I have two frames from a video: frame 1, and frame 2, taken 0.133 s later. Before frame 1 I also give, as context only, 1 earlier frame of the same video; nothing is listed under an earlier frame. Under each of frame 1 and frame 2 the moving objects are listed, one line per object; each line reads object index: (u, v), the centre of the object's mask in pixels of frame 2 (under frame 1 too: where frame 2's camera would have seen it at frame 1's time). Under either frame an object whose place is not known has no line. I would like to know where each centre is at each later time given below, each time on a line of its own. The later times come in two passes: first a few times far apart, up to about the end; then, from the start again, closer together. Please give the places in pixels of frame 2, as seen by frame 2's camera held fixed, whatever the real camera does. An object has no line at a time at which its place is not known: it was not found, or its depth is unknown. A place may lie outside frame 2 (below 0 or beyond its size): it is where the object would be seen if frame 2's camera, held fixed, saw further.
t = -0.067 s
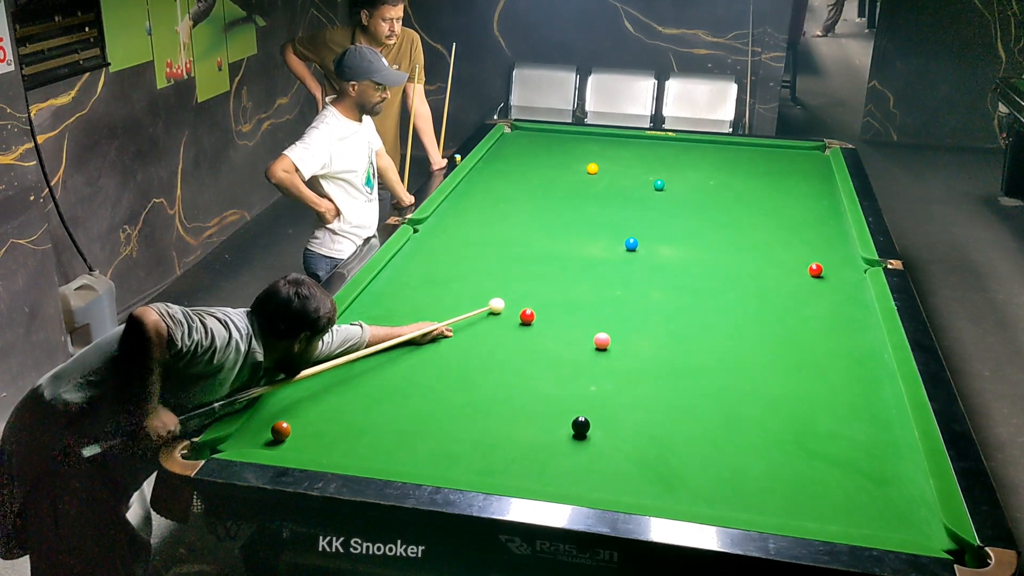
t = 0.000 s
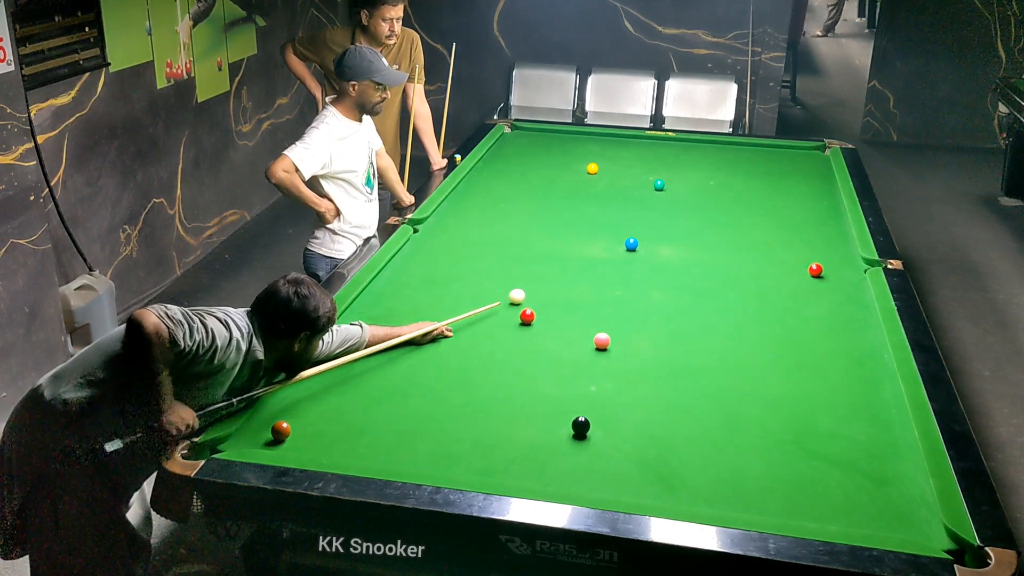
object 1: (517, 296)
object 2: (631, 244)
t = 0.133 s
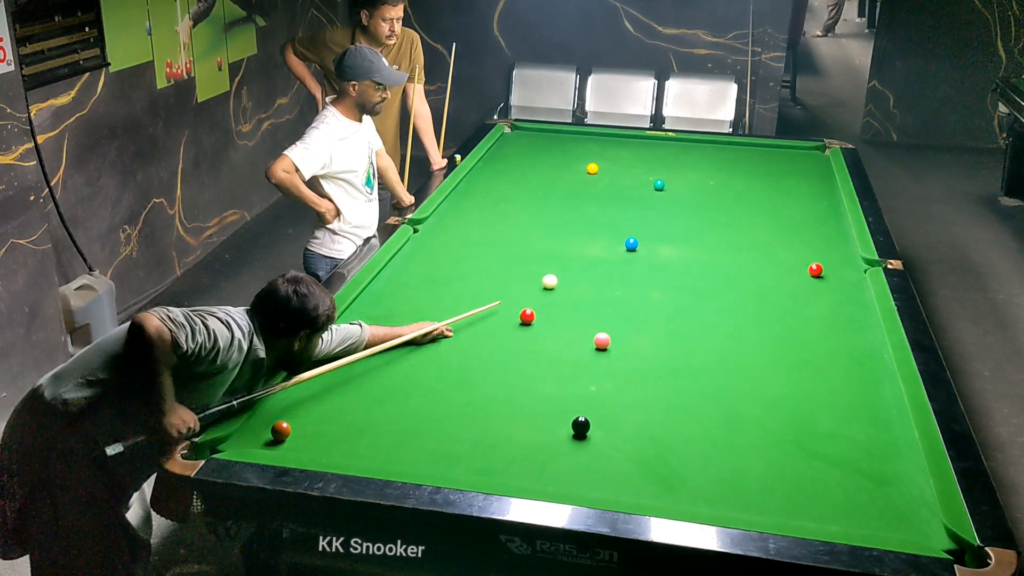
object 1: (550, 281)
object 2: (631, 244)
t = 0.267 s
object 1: (578, 268)
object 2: (631, 244)
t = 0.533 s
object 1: (625, 247)
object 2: (635, 242)
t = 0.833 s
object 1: (642, 243)
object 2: (665, 227)
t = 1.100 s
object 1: (655, 239)
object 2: (688, 215)
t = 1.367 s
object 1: (667, 235)
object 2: (709, 204)
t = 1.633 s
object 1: (677, 232)
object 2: (727, 195)
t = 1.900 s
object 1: (686, 230)
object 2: (744, 186)
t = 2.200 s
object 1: (694, 228)
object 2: (760, 177)
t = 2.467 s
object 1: (700, 227)
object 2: (773, 171)
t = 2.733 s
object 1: (704, 225)
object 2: (785, 165)
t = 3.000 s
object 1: (707, 225)
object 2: (795, 159)
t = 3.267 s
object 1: (709, 224)
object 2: (804, 154)
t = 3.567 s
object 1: (709, 224)
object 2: (813, 149)
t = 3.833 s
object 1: (709, 224)
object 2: (823, 149)
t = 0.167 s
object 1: (557, 278)
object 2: (631, 244)
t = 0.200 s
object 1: (564, 275)
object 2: (631, 244)
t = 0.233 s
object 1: (571, 271)
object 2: (631, 244)
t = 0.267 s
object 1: (578, 268)
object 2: (631, 244)
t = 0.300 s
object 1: (585, 265)
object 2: (631, 244)
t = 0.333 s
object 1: (592, 262)
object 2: (631, 244)
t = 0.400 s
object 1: (604, 256)
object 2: (631, 244)
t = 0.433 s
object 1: (611, 253)
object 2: (631, 244)
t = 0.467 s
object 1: (617, 251)
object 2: (631, 244)
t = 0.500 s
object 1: (623, 248)
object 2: (633, 243)
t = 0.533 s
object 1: (625, 247)
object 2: (635, 242)
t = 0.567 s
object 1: (627, 247)
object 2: (639, 240)
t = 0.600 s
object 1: (628, 247)
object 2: (642, 238)
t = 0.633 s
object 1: (630, 246)
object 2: (646, 236)
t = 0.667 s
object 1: (632, 245)
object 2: (649, 235)
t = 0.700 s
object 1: (634, 245)
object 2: (652, 233)
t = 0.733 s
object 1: (636, 244)
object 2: (655, 231)
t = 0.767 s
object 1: (638, 244)
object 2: (659, 230)
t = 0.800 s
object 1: (640, 243)
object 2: (662, 228)
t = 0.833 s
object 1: (642, 243)
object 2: (665, 227)
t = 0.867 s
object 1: (643, 242)
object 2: (668, 225)
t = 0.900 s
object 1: (645, 242)
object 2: (671, 224)
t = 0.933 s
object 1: (647, 241)
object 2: (674, 222)
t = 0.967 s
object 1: (648, 241)
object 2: (677, 221)
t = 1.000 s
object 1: (650, 240)
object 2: (680, 219)
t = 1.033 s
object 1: (652, 240)
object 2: (682, 218)
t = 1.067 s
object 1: (653, 239)
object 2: (685, 216)
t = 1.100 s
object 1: (655, 239)
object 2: (688, 215)
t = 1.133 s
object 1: (657, 238)
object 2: (691, 213)
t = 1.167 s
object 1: (658, 238)
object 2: (693, 212)
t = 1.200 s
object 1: (660, 237)
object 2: (696, 211)
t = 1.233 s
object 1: (661, 237)
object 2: (699, 209)
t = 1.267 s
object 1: (663, 237)
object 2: (701, 208)
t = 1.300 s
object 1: (664, 236)
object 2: (704, 207)
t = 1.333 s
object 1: (665, 236)
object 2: (706, 205)
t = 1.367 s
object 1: (667, 235)
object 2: (709, 204)
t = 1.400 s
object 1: (668, 235)
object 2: (711, 203)
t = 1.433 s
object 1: (670, 235)
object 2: (713, 202)
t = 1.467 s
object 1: (671, 234)
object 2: (716, 200)
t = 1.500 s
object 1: (672, 234)
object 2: (718, 199)
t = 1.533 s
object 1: (674, 234)
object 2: (720, 198)
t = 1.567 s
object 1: (675, 233)
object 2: (723, 197)
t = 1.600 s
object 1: (676, 233)
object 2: (725, 196)
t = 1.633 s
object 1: (677, 232)
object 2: (727, 195)
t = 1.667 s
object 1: (678, 232)
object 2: (729, 194)
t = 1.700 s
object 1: (679, 232)
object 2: (731, 193)
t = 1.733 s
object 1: (681, 232)
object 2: (734, 191)
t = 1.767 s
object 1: (682, 231)
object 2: (736, 190)
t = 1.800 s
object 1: (683, 231)
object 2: (738, 189)
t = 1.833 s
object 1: (684, 231)
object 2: (740, 188)
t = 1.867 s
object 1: (685, 230)
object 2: (742, 187)
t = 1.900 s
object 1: (686, 230)
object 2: (744, 186)
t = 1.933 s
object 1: (687, 230)
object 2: (746, 185)
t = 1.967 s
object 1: (688, 230)
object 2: (748, 184)
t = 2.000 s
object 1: (689, 230)
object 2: (750, 183)
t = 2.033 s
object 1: (690, 229)
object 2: (751, 182)
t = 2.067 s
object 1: (691, 229)
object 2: (753, 181)
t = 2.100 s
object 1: (692, 229)
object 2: (755, 180)
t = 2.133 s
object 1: (693, 228)
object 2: (757, 180)
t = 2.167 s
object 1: (693, 228)
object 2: (759, 179)
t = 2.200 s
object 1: (694, 228)
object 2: (760, 177)
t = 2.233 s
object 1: (695, 228)
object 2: (762, 177)
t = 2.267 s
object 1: (696, 228)
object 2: (764, 176)
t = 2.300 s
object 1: (697, 228)
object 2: (765, 175)
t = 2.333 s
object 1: (697, 227)
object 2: (767, 174)
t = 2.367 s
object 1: (698, 227)
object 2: (769, 173)
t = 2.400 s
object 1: (699, 227)
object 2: (770, 172)
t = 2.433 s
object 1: (699, 227)
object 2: (772, 171)
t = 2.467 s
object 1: (700, 227)
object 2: (773, 171)
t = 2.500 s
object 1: (701, 227)
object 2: (775, 170)
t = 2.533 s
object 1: (701, 226)
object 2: (776, 169)
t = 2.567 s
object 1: (702, 226)
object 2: (778, 168)
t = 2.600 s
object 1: (703, 226)
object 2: (779, 167)
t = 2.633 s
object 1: (703, 226)
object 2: (781, 167)
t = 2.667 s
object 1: (703, 226)
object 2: (782, 166)
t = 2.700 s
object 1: (704, 225)
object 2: (783, 165)
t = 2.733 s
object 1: (704, 225)
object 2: (785, 165)
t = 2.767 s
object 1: (705, 225)
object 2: (786, 164)
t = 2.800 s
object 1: (705, 225)
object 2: (787, 163)
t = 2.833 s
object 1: (706, 225)
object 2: (789, 163)
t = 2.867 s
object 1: (706, 225)
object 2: (790, 162)
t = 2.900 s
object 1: (706, 225)
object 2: (791, 161)
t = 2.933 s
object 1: (706, 225)
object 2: (792, 160)
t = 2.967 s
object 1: (707, 225)
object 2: (794, 160)
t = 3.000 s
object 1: (707, 225)
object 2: (795, 159)
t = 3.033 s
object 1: (707, 224)
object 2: (796, 159)
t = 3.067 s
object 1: (707, 224)
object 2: (797, 158)
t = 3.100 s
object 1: (708, 224)
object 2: (798, 158)
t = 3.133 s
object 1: (708, 224)
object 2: (800, 157)
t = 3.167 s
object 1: (708, 224)
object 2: (801, 156)
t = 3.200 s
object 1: (708, 224)
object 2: (802, 156)
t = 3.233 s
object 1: (709, 224)
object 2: (803, 155)
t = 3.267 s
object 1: (709, 224)
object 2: (804, 154)
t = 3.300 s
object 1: (709, 224)
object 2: (805, 154)
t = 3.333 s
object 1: (709, 224)
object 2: (806, 153)
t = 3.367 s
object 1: (709, 224)
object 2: (807, 153)
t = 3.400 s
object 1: (709, 224)
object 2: (808, 152)
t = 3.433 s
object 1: (709, 224)
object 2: (809, 152)
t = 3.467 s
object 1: (709, 224)
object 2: (810, 151)
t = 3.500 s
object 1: (709, 224)
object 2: (811, 151)
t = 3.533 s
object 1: (709, 224)
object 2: (812, 150)
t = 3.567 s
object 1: (709, 224)
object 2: (813, 149)
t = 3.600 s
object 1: (709, 224)
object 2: (814, 149)
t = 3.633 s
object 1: (709, 224)
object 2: (815, 149)
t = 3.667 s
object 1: (709, 224)
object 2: (816, 148)
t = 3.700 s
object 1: (709, 224)
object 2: (818, 148)
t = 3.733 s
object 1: (709, 224)
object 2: (819, 148)
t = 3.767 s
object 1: (709, 224)
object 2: (820, 148)
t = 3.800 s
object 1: (709, 224)
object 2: (822, 148)
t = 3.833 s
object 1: (709, 224)
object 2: (823, 149)
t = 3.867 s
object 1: (709, 224)
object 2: (824, 148)
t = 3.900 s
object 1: (709, 224)
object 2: (826, 149)
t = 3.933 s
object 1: (709, 224)
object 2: (827, 149)
